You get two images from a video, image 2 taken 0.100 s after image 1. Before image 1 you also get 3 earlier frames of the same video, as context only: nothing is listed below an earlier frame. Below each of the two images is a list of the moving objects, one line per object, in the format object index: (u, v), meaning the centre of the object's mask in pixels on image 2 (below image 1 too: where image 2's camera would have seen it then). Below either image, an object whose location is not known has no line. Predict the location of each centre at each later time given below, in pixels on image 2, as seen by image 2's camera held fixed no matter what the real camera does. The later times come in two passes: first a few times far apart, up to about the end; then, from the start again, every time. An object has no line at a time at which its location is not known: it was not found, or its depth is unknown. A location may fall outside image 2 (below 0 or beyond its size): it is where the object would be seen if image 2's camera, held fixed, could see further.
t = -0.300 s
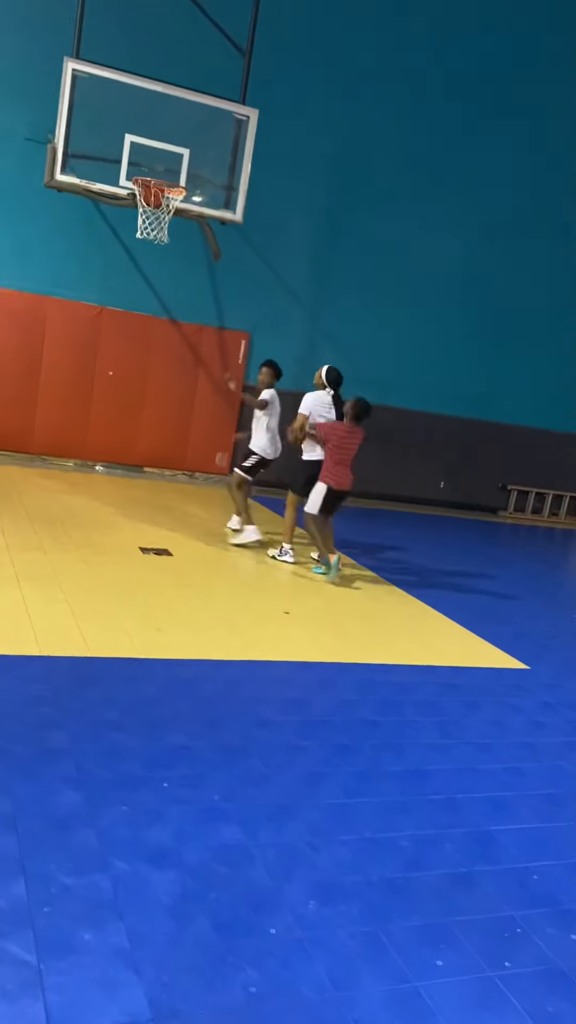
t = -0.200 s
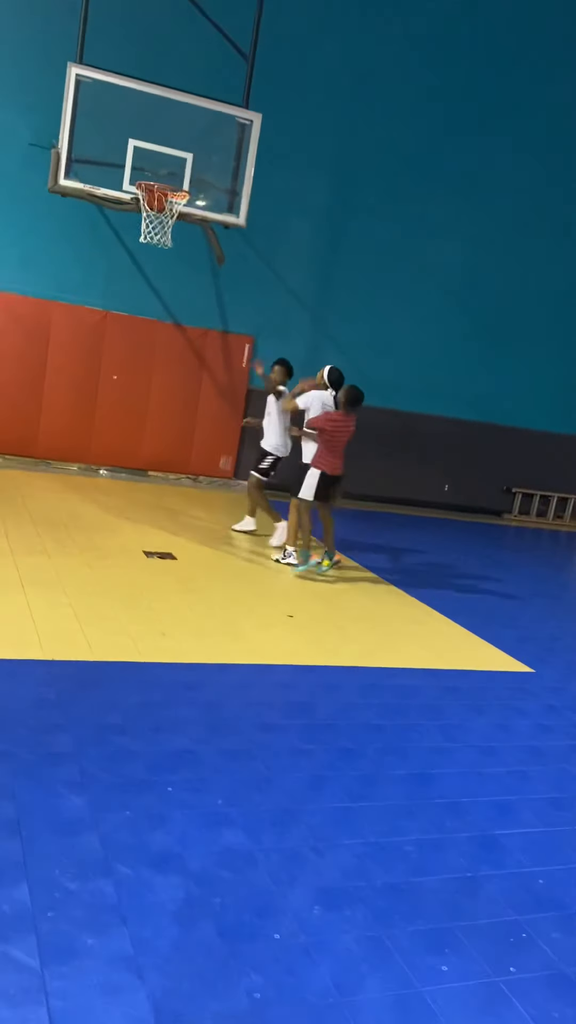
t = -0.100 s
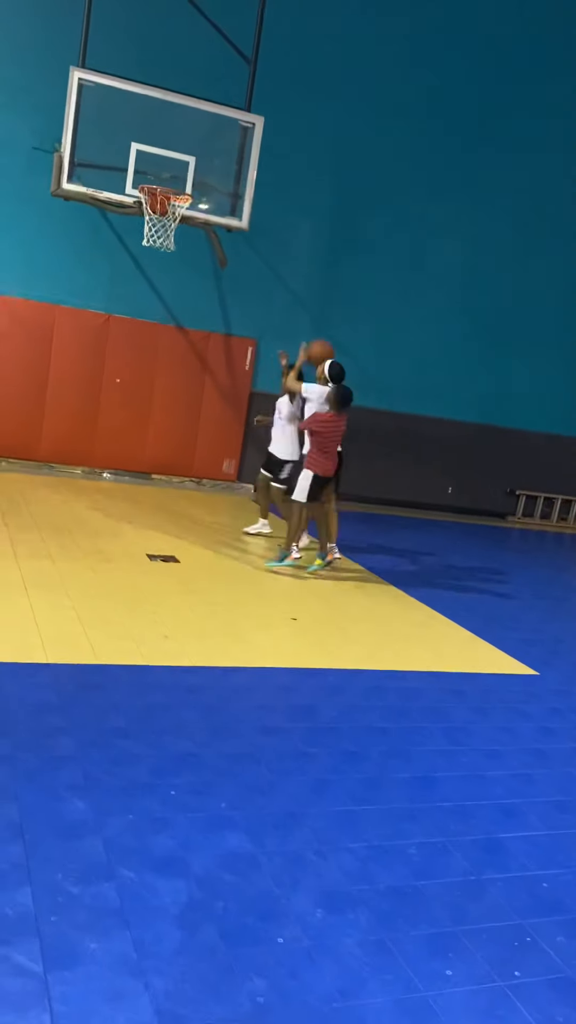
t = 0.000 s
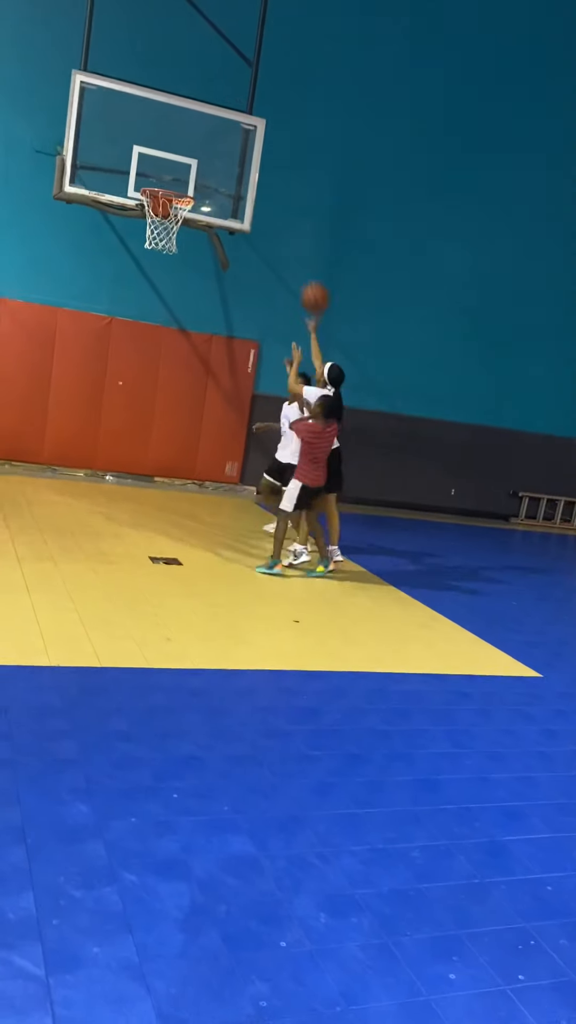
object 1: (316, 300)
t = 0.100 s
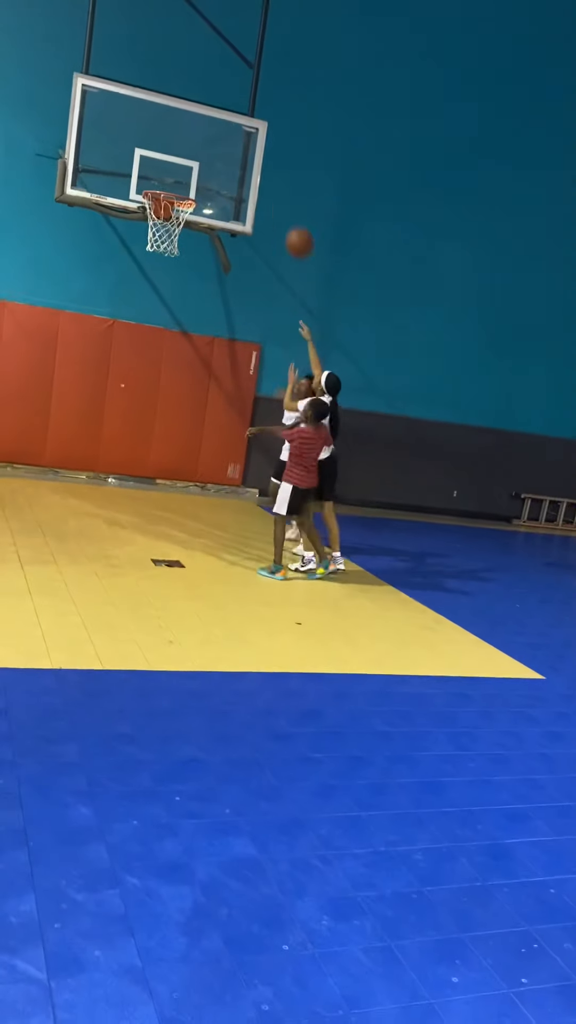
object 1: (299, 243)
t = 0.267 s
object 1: (267, 179)
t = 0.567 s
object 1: (203, 149)
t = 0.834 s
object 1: (172, 187)
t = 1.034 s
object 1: (171, 205)
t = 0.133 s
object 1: (293, 227)
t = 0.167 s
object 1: (287, 213)
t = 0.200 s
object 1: (280, 200)
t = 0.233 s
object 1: (274, 189)
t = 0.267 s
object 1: (267, 179)
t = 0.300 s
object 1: (260, 170)
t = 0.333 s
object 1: (253, 163)
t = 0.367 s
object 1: (246, 157)
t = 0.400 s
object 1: (239, 152)
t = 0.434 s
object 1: (233, 149)
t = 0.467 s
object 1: (225, 147)
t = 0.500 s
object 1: (217, 146)
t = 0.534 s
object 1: (210, 147)
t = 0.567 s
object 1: (203, 149)
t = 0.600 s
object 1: (195, 152)
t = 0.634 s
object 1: (188, 155)
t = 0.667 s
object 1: (180, 161)
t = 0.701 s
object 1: (179, 164)
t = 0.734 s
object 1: (177, 170)
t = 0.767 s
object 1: (175, 176)
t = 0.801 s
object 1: (174, 182)
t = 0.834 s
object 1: (172, 187)
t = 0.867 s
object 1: (169, 190)
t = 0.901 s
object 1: (166, 214)
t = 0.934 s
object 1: (167, 212)
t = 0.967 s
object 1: (170, 210)
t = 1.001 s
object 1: (170, 207)
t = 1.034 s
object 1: (171, 205)
